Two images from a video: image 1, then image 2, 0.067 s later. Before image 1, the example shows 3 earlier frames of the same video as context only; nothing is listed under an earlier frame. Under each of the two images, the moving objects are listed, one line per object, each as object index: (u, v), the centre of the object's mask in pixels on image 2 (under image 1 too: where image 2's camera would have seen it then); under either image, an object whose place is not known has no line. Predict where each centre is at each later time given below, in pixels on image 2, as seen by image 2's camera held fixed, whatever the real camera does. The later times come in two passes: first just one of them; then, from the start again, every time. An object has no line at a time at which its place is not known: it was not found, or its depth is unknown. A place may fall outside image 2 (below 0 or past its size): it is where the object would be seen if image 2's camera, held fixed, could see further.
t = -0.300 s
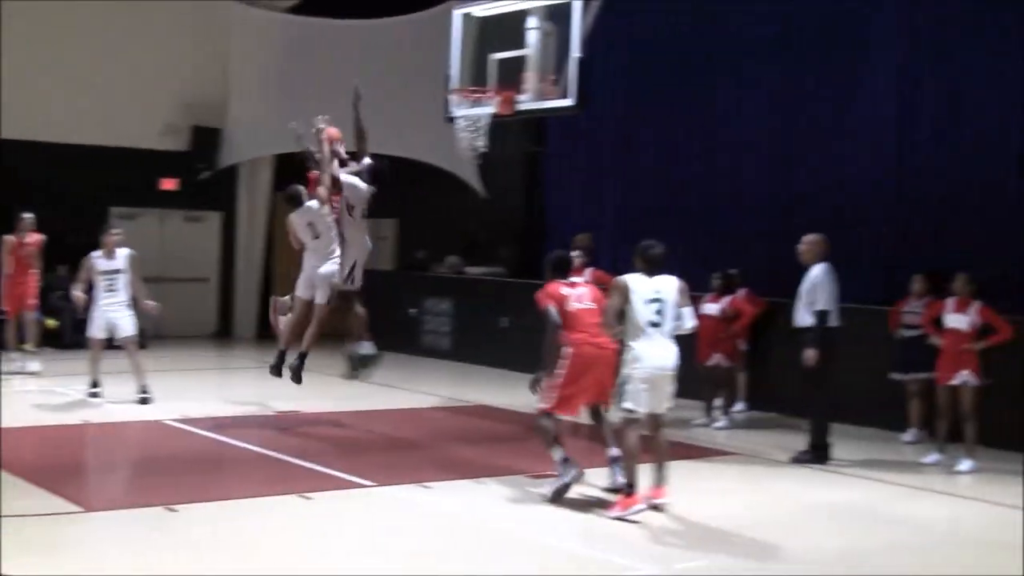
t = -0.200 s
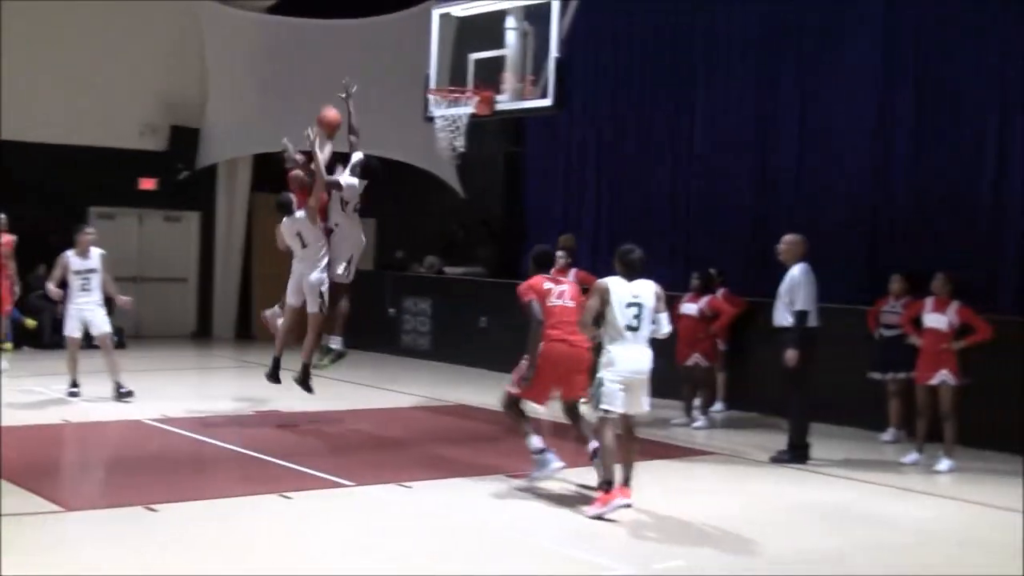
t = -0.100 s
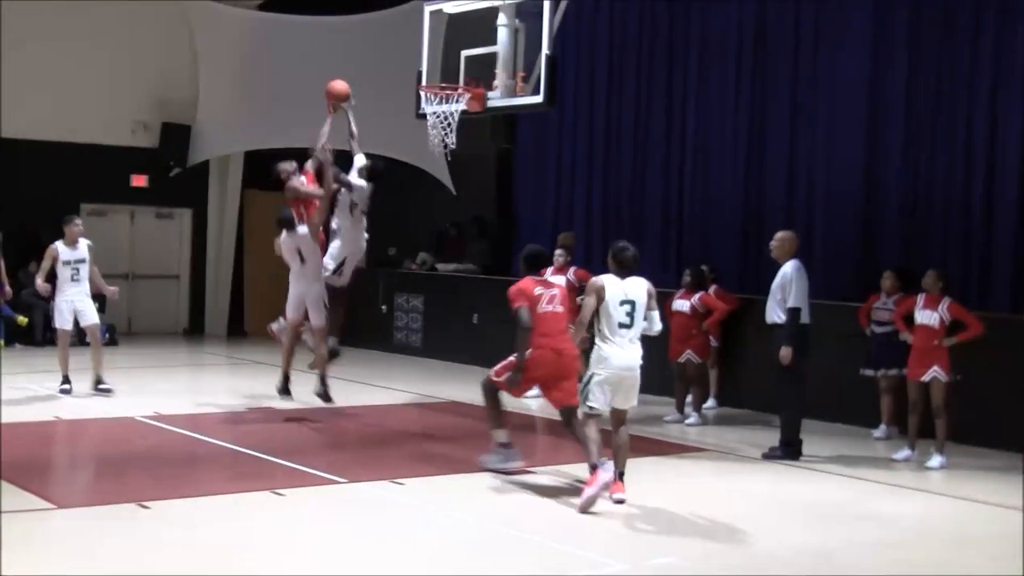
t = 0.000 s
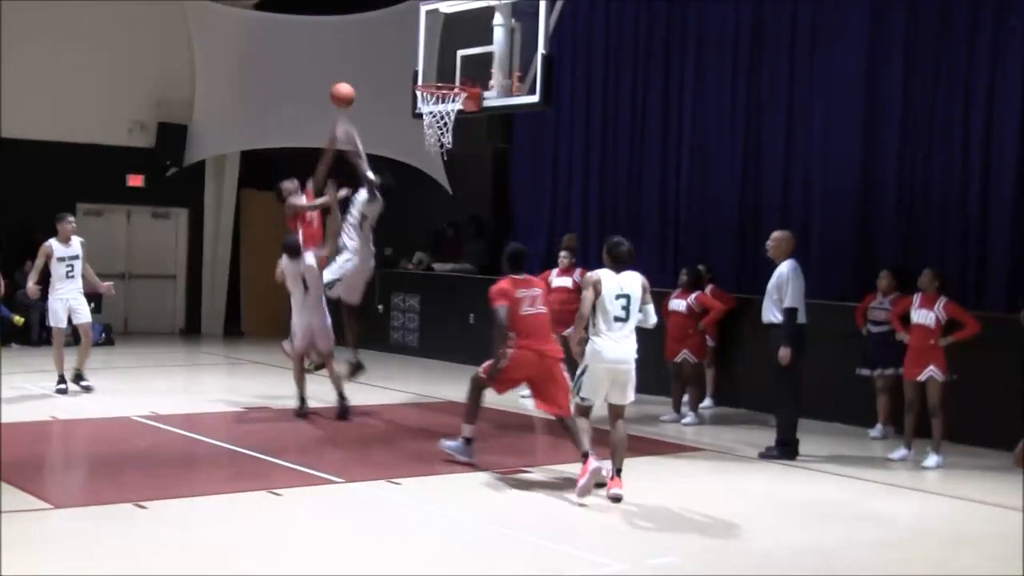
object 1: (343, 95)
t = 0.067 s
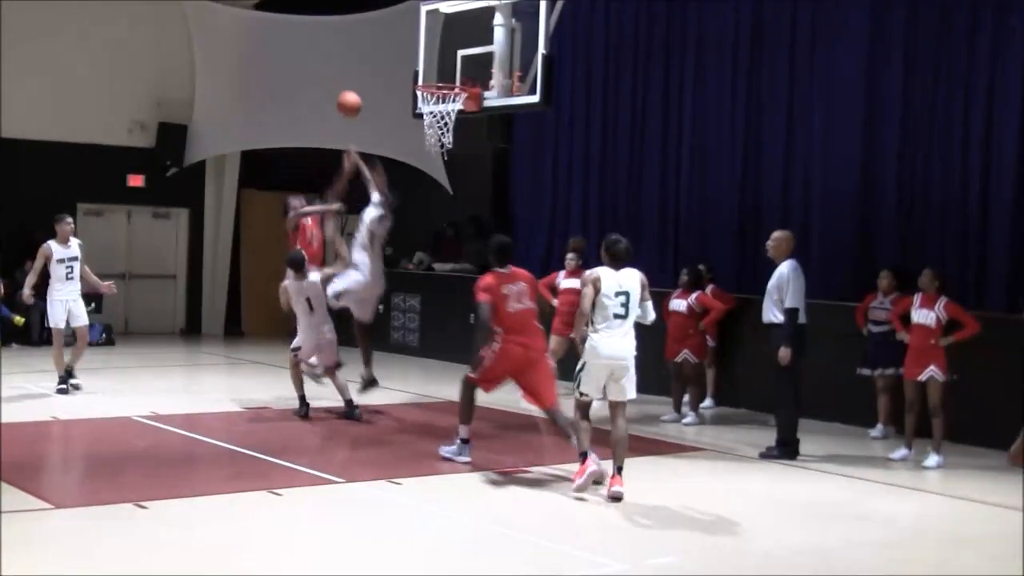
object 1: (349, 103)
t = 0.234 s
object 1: (363, 144)
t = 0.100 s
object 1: (352, 109)
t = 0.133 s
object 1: (355, 116)
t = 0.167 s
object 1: (358, 124)
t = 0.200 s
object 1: (361, 133)
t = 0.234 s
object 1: (363, 144)
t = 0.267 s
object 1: (366, 157)
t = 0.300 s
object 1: (369, 169)
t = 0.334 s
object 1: (372, 183)
